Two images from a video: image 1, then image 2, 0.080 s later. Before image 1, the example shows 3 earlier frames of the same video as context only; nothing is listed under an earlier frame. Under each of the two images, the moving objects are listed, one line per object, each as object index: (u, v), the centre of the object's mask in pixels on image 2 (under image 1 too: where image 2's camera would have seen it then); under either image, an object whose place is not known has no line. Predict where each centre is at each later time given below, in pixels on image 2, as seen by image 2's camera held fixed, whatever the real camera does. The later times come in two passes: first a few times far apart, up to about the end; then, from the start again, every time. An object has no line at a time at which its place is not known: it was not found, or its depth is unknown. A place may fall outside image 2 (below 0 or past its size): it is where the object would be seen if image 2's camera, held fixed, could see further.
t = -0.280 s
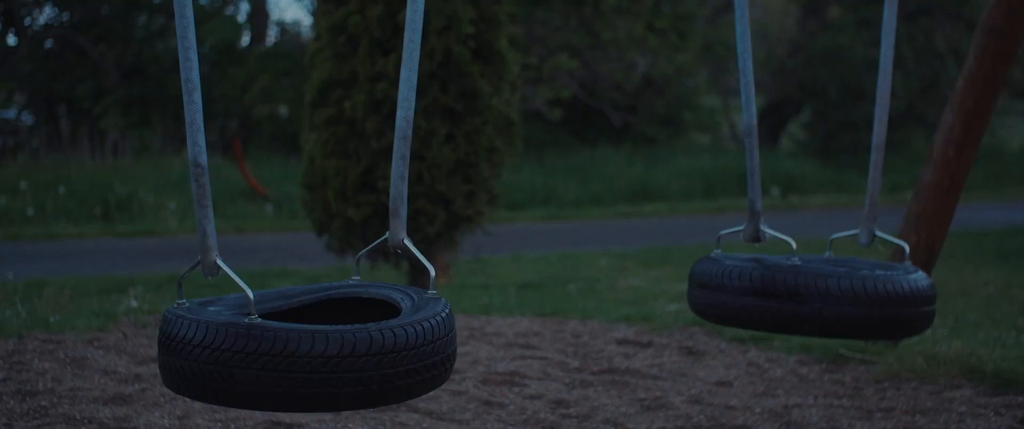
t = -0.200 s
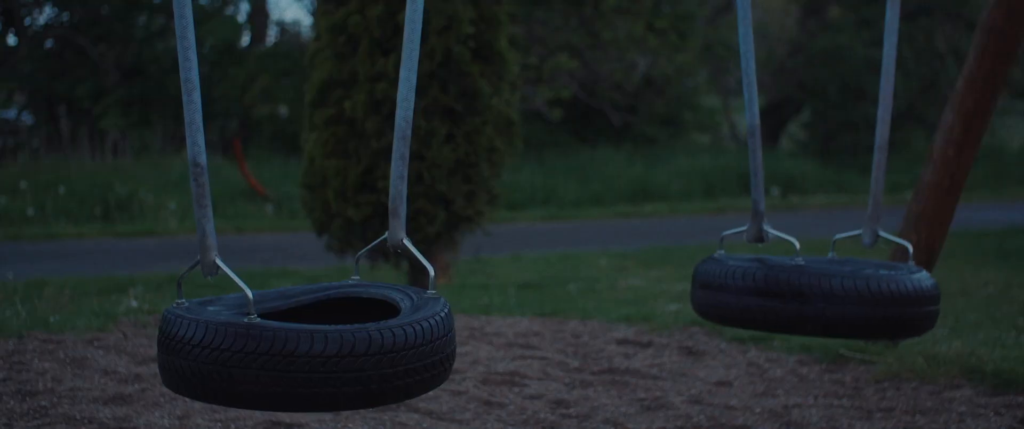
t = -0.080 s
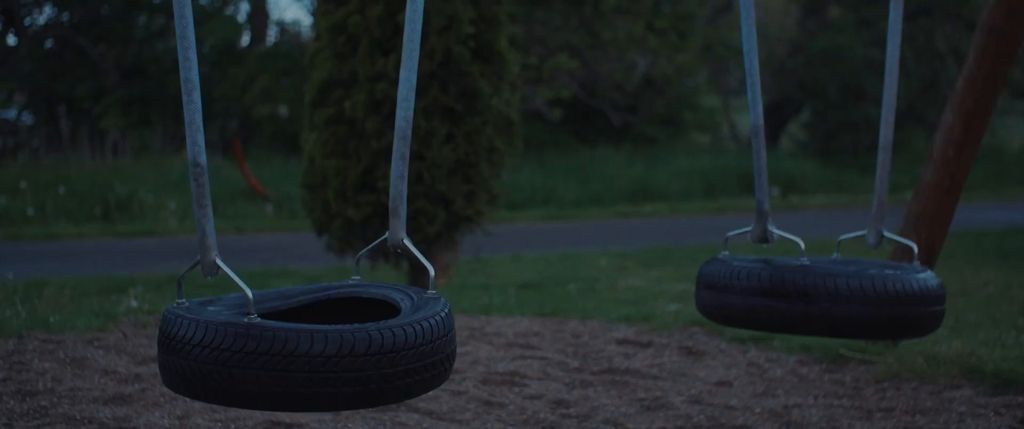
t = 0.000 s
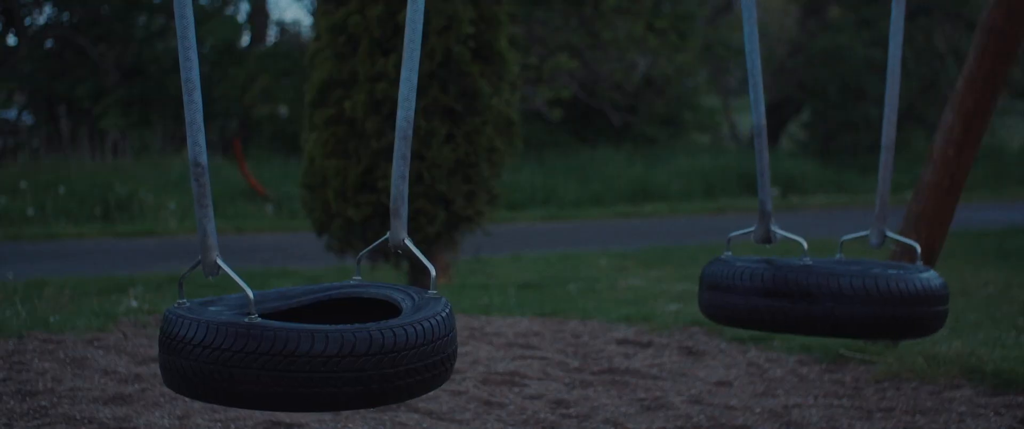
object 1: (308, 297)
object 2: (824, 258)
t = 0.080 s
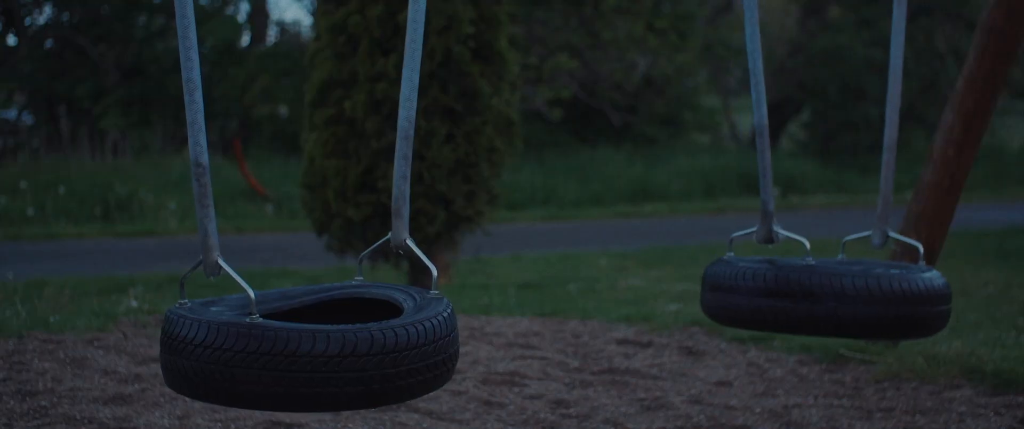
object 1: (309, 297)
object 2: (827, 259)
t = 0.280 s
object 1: (315, 298)
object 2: (834, 259)
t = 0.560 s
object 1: (325, 299)
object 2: (830, 260)
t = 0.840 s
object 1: (334, 300)
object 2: (823, 258)
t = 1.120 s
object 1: (337, 300)
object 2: (815, 256)
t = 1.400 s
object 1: (334, 301)
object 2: (804, 254)
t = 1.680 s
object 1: (325, 300)
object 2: (799, 252)
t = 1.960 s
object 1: (316, 299)
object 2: (802, 253)
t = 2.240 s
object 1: (309, 298)
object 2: (810, 255)
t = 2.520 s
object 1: (307, 297)
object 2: (820, 258)
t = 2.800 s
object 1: (311, 298)
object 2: (828, 259)
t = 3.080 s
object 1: (319, 299)
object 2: (830, 259)
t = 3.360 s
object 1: (327, 300)
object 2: (824, 259)
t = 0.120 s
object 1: (310, 297)
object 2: (828, 259)
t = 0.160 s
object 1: (311, 298)
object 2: (828, 259)
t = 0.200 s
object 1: (312, 298)
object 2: (829, 260)
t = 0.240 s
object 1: (314, 298)
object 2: (830, 260)
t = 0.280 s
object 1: (315, 298)
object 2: (834, 259)
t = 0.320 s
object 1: (316, 298)
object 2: (831, 260)
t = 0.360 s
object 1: (318, 298)
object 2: (831, 260)
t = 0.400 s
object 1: (319, 299)
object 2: (831, 260)
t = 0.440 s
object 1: (321, 299)
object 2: (831, 260)
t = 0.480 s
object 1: (322, 299)
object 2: (831, 260)
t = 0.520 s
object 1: (324, 299)
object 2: (831, 260)
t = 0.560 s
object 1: (325, 299)
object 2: (830, 260)
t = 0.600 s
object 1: (327, 299)
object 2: (829, 260)
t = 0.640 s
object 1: (328, 299)
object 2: (826, 260)
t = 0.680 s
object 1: (330, 299)
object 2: (828, 260)
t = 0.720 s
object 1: (331, 300)
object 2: (827, 260)
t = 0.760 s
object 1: (332, 300)
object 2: (824, 259)
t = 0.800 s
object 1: (333, 300)
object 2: (824, 258)
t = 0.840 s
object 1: (334, 300)
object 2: (823, 258)
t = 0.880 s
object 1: (335, 300)
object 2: (822, 258)
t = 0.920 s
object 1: (335, 300)
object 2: (820, 258)
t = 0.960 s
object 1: (336, 300)
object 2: (819, 257)
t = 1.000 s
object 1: (337, 300)
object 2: (818, 257)
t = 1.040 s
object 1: (337, 300)
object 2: (813, 257)
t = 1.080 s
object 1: (337, 300)
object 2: (815, 257)
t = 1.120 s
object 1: (337, 300)
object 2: (815, 256)
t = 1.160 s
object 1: (337, 301)
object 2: (812, 256)
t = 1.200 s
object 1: (337, 301)
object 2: (810, 256)
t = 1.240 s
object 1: (337, 301)
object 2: (808, 255)
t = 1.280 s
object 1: (336, 301)
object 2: (808, 255)
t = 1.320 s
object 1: (336, 300)
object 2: (809, 255)
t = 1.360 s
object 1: (335, 301)
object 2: (805, 254)
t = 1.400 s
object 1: (334, 301)
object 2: (804, 254)
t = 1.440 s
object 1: (333, 301)
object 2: (801, 253)
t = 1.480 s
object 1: (332, 301)
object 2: (802, 253)
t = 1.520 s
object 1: (331, 300)
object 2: (802, 253)
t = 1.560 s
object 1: (330, 300)
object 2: (799, 253)
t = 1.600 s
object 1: (328, 300)
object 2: (801, 253)
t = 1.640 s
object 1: (327, 300)
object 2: (802, 253)
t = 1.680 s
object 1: (325, 300)
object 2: (799, 252)
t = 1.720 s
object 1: (324, 300)
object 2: (799, 252)
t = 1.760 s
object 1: (323, 300)
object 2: (799, 252)
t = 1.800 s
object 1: (321, 300)
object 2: (798, 252)
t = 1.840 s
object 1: (320, 300)
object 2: (801, 253)
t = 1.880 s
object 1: (318, 299)
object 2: (800, 253)
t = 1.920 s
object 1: (317, 299)
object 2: (801, 253)
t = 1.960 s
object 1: (316, 299)
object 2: (802, 253)
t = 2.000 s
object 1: (314, 299)
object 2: (800, 253)
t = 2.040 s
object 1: (313, 299)
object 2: (798, 254)
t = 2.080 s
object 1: (312, 298)
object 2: (806, 254)
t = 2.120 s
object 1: (311, 298)
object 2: (807, 254)
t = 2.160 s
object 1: (310, 298)
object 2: (807, 255)
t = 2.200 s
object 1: (309, 298)
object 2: (807, 255)
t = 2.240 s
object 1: (309, 298)
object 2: (810, 255)
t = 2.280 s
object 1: (308, 298)
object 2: (810, 255)
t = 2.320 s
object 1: (307, 297)
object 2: (812, 256)
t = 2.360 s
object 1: (307, 297)
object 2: (814, 256)
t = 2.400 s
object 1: (307, 297)
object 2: (815, 256)
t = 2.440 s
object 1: (307, 297)
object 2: (817, 257)
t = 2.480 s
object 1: (307, 297)
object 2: (818, 257)
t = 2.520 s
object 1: (307, 297)
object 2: (820, 258)
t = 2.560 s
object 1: (307, 297)
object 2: (821, 258)
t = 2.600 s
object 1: (308, 297)
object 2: (821, 258)
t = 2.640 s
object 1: (308, 297)
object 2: (824, 258)
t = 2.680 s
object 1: (309, 297)
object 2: (823, 258)
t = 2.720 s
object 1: (310, 298)
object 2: (826, 258)
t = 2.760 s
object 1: (310, 298)
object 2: (827, 259)
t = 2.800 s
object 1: (311, 298)
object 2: (828, 259)
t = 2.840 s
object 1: (312, 298)
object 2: (829, 260)
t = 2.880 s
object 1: (313, 298)
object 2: (829, 259)
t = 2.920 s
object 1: (314, 298)
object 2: (829, 259)
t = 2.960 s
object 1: (315, 298)
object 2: (830, 259)
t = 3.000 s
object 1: (317, 298)
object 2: (830, 259)
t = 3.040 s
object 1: (318, 299)
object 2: (830, 259)
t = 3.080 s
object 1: (319, 299)
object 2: (830, 259)
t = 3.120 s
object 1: (320, 299)
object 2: (830, 260)
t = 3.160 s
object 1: (321, 299)
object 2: (830, 260)
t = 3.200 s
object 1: (323, 300)
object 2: (829, 259)
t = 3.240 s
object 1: (324, 300)
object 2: (828, 260)
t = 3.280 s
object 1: (325, 300)
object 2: (828, 260)
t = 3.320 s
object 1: (326, 300)
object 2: (826, 259)
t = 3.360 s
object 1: (327, 300)
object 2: (824, 259)
